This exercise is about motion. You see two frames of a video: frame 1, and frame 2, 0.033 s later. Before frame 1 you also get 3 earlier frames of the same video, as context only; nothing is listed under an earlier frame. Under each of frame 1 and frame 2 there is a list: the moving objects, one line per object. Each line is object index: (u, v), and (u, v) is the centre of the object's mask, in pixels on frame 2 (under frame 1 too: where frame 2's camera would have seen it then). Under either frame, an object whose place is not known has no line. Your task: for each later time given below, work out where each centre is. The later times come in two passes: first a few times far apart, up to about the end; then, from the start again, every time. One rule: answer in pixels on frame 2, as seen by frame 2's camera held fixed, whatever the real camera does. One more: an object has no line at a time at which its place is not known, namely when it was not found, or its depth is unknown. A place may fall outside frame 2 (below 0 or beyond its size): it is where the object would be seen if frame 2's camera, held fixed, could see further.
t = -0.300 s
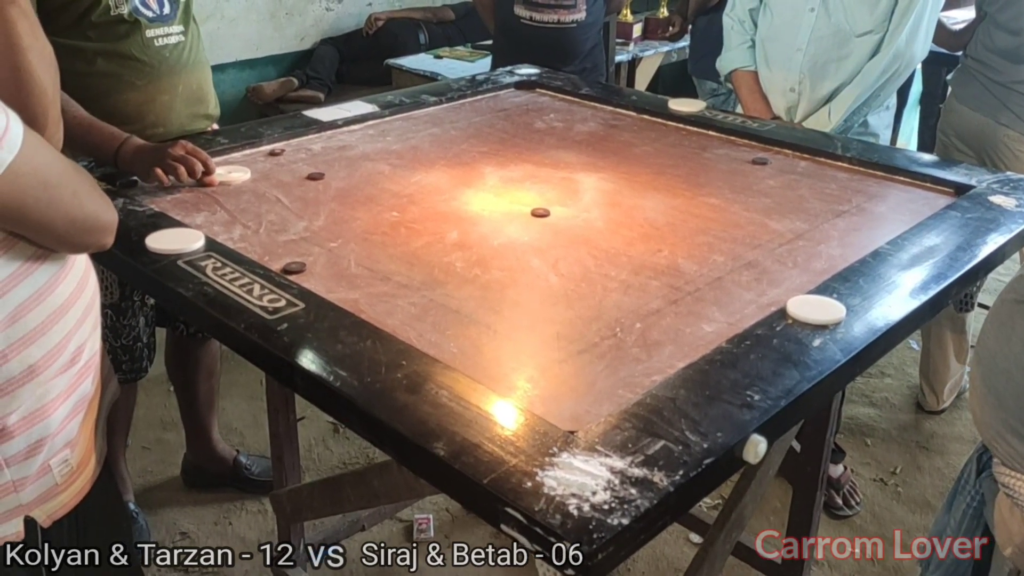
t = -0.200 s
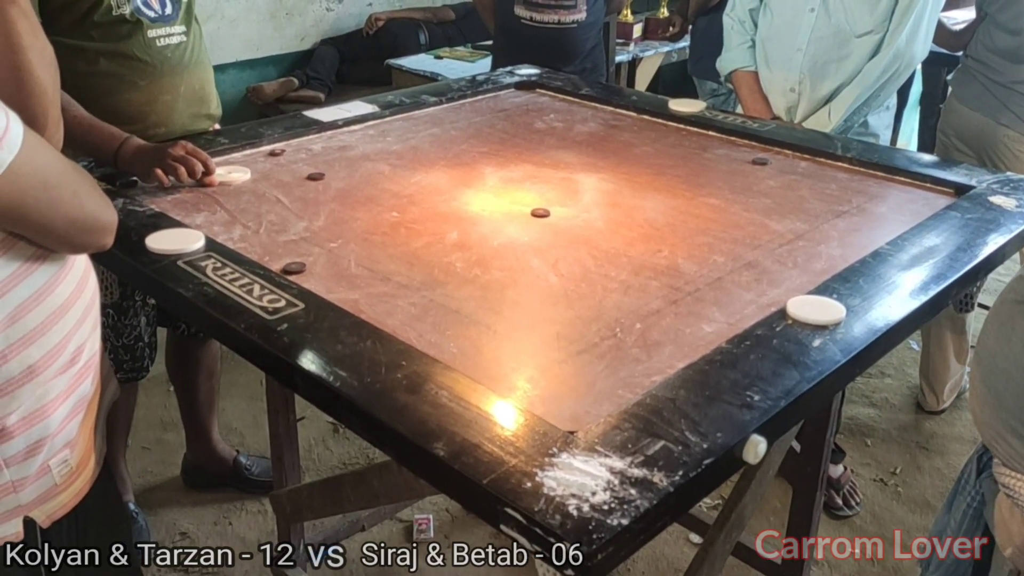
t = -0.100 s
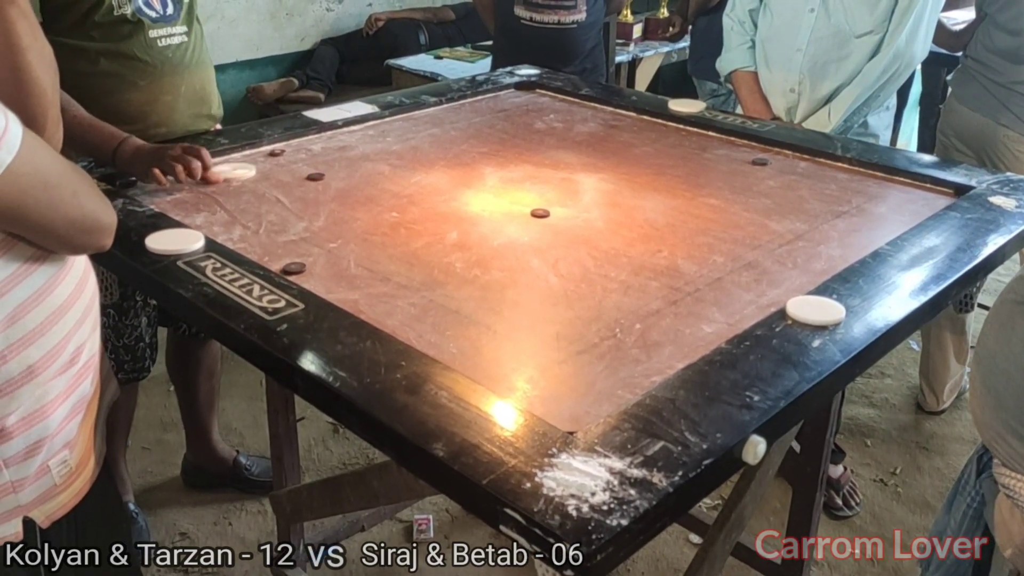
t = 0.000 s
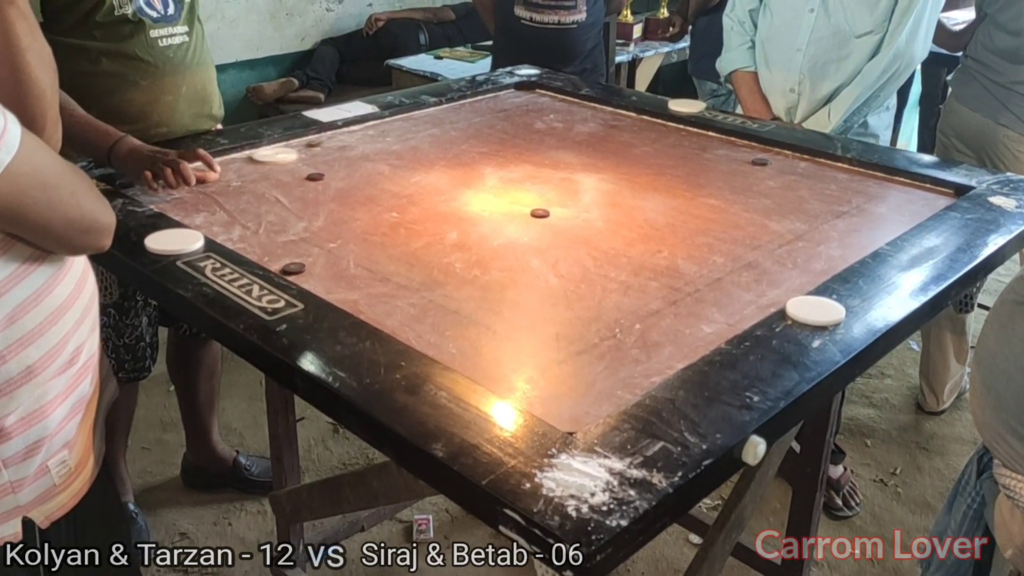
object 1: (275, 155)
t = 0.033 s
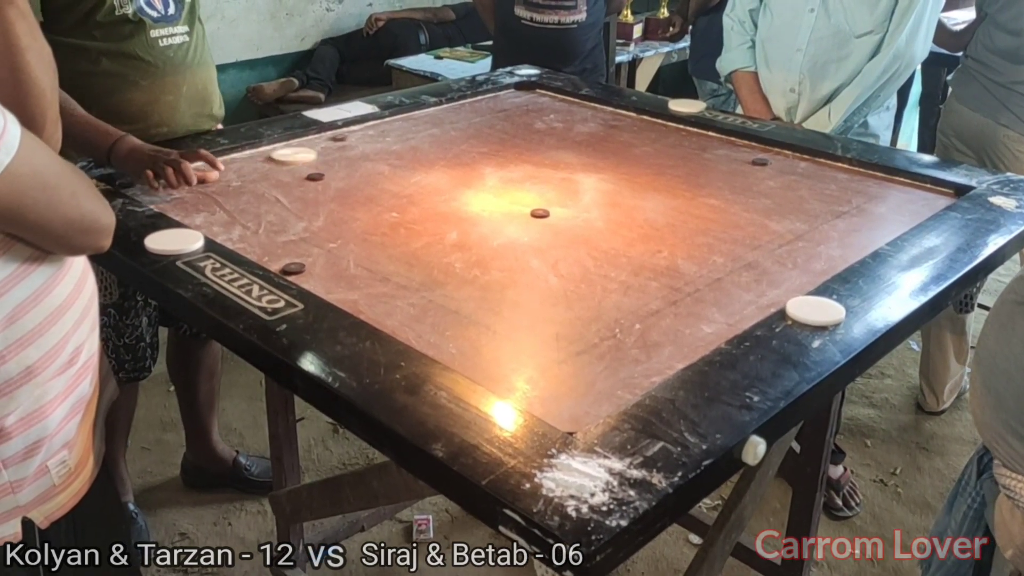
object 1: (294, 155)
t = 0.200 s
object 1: (380, 154)
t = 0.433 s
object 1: (482, 152)
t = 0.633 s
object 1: (541, 151)
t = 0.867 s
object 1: (583, 149)
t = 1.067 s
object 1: (592, 149)
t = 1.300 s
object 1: (592, 149)
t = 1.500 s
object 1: (592, 149)
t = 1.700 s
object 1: (592, 149)
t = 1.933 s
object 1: (592, 149)
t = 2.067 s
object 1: (592, 149)
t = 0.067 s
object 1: (312, 155)
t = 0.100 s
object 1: (330, 155)
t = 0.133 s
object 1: (347, 155)
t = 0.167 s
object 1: (364, 154)
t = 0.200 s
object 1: (380, 154)
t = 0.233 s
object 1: (396, 154)
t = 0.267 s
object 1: (411, 154)
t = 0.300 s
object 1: (427, 153)
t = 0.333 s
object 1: (442, 153)
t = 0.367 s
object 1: (456, 153)
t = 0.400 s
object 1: (469, 152)
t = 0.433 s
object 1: (482, 152)
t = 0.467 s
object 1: (493, 152)
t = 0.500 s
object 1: (504, 152)
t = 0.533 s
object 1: (514, 151)
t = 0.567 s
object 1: (524, 151)
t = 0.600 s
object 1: (533, 151)
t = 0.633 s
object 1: (541, 151)
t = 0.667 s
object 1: (549, 150)
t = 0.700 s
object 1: (556, 150)
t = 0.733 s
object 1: (563, 150)
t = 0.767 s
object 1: (569, 150)
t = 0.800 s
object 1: (574, 150)
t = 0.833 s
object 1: (579, 150)
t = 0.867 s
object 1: (583, 149)
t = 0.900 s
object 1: (586, 149)
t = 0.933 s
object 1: (588, 149)
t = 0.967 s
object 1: (590, 149)
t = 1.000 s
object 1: (591, 149)
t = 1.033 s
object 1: (591, 149)
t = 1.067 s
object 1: (592, 149)
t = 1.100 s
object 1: (592, 149)
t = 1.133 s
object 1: (592, 149)
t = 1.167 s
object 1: (592, 149)
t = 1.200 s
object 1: (592, 149)
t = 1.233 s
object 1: (592, 149)
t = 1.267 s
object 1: (592, 149)
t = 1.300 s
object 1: (592, 149)
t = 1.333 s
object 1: (592, 149)
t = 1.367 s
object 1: (592, 149)
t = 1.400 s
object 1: (592, 149)
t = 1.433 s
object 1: (592, 149)
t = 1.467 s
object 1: (592, 149)
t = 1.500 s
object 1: (592, 149)
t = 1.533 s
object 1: (592, 149)
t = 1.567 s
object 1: (592, 149)
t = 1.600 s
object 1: (592, 149)
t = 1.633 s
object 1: (592, 149)
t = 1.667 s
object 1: (592, 149)
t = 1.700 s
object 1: (592, 149)
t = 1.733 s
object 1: (592, 149)
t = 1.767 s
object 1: (592, 149)
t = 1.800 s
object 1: (592, 149)
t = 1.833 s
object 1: (592, 149)
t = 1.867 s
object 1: (592, 149)
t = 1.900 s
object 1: (592, 149)
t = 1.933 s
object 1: (592, 149)
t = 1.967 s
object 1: (592, 149)
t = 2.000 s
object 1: (592, 149)
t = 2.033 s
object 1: (592, 149)
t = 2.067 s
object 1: (592, 149)
